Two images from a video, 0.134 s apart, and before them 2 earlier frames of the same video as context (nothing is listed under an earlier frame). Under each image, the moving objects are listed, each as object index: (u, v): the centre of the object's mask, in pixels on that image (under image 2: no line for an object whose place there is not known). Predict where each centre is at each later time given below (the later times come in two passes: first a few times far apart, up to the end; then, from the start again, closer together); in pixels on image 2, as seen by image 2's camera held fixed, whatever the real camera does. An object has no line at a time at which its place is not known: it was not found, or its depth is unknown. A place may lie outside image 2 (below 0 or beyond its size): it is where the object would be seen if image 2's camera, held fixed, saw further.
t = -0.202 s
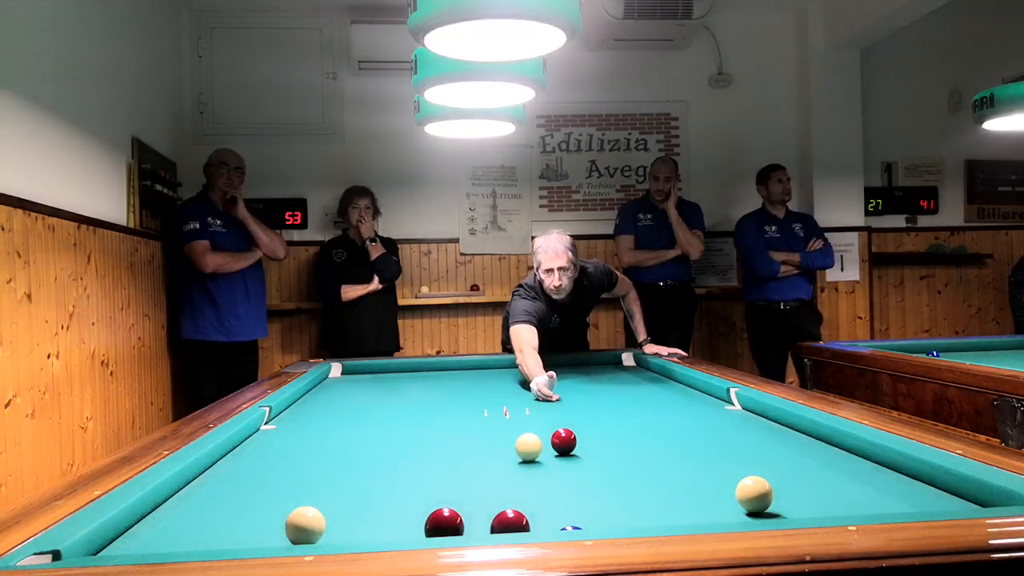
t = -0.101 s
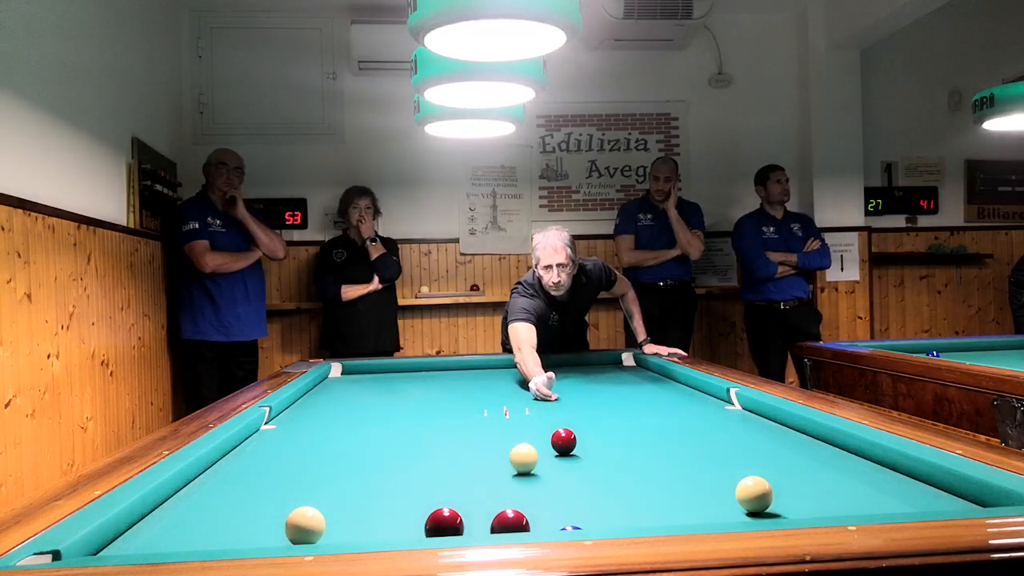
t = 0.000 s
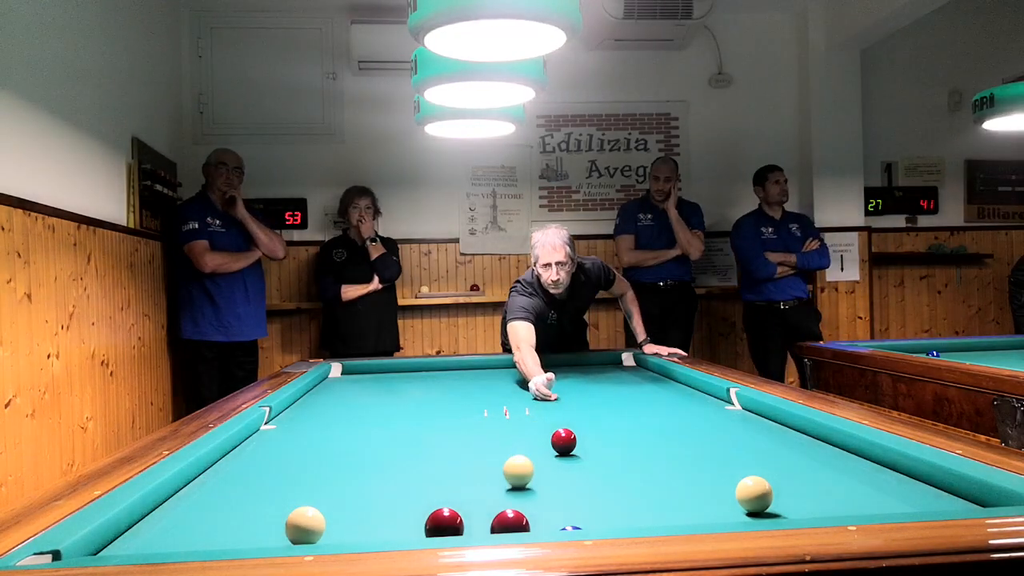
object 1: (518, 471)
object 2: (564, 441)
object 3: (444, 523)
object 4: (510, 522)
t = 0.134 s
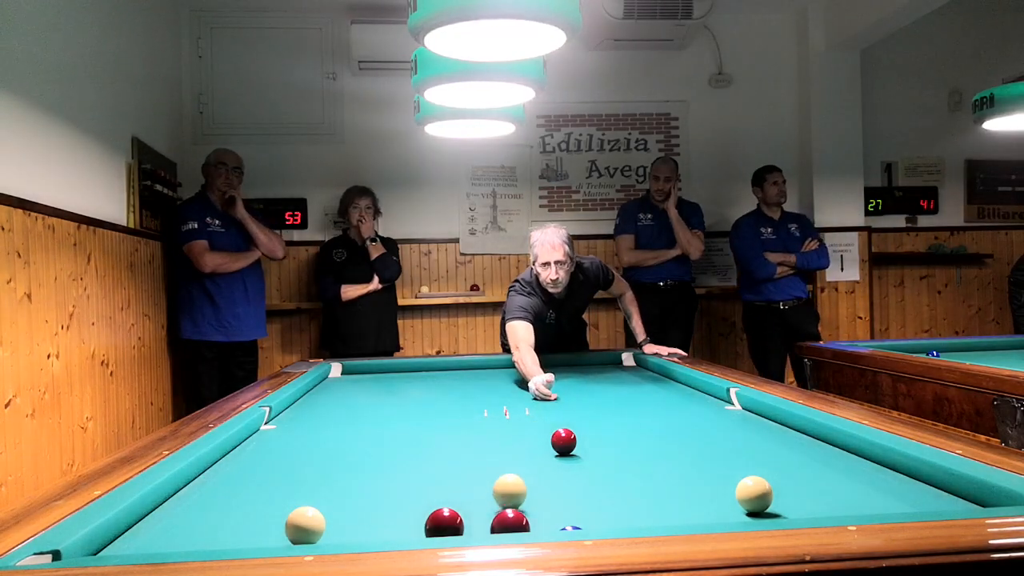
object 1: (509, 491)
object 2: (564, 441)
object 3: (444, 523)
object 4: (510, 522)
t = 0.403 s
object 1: (482, 519)
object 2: (564, 441)
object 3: (428, 525)
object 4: (529, 527)
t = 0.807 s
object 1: (470, 530)
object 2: (564, 441)
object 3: (348, 533)
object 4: (537, 501)
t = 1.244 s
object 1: (458, 529)
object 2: (564, 441)
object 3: (261, 542)
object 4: (542, 471)
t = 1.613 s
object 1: (450, 524)
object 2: (565, 440)
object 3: (195, 546)
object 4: (546, 452)
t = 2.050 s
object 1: (442, 521)
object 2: (583, 436)
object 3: (138, 548)
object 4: (526, 440)
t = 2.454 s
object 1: (436, 517)
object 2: (605, 430)
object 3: (92, 549)
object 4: (503, 434)
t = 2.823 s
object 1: (434, 513)
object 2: (622, 424)
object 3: (114, 547)
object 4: (484, 428)
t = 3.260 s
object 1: (432, 508)
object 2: (641, 419)
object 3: (139, 545)
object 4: (466, 422)
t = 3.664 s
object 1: (432, 505)
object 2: (655, 415)
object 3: (155, 544)
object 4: (452, 418)
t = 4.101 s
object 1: (430, 503)
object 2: (668, 411)
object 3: (168, 542)
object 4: (439, 414)
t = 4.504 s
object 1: (429, 502)
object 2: (679, 409)
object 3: (174, 542)
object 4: (429, 411)
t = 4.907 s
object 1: (429, 502)
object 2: (688, 407)
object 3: (175, 542)
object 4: (420, 408)
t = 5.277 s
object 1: (429, 502)
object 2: (695, 405)
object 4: (413, 406)
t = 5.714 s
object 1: (429, 502)
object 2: (702, 403)
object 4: (406, 404)
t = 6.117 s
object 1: (429, 502)
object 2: (706, 402)
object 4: (401, 402)
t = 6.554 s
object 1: (429, 502)
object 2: (710, 401)
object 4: (397, 400)
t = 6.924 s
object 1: (429, 502)
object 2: (712, 400)
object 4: (394, 400)
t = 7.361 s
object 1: (429, 502)
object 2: (713, 400)
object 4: (391, 399)
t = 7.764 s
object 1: (429, 502)
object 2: (714, 400)
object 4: (390, 399)
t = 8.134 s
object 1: (429, 502)
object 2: (714, 400)
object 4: (389, 399)
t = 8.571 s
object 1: (429, 502)
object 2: (714, 400)
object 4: (389, 399)
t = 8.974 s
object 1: (429, 502)
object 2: (714, 400)
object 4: (389, 399)
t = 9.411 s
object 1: (429, 502)
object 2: (714, 400)
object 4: (389, 399)
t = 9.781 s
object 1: (429, 502)
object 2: (714, 400)
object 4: (389, 399)
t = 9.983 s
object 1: (429, 502)
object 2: (714, 400)
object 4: (389, 399)
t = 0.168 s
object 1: (507, 495)
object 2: (564, 441)
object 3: (444, 523)
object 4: (510, 522)
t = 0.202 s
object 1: (504, 499)
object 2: (564, 441)
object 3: (444, 523)
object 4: (510, 522)
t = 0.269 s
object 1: (495, 510)
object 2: (564, 441)
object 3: (444, 523)
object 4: (509, 523)
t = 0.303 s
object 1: (489, 516)
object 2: (564, 441)
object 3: (444, 523)
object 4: (515, 524)
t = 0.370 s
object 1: (482, 519)
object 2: (564, 441)
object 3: (436, 524)
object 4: (527, 529)
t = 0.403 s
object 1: (482, 519)
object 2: (564, 441)
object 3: (428, 525)
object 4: (529, 527)
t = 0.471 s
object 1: (481, 521)
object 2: (564, 441)
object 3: (414, 526)
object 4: (530, 523)
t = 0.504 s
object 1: (480, 521)
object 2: (564, 441)
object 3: (408, 527)
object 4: (531, 522)
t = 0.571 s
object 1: (478, 523)
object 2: (564, 441)
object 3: (395, 528)
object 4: (533, 519)
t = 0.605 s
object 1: (477, 524)
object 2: (564, 441)
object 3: (388, 529)
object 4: (533, 517)
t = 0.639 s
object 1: (476, 525)
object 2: (564, 441)
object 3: (381, 530)
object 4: (534, 515)
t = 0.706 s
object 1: (473, 527)
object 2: (564, 441)
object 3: (368, 531)
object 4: (535, 511)
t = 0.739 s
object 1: (473, 528)
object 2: (564, 441)
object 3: (361, 532)
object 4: (536, 507)
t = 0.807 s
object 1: (470, 530)
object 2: (564, 441)
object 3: (348, 533)
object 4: (537, 501)
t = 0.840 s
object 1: (469, 530)
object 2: (564, 441)
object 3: (341, 534)
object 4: (537, 499)
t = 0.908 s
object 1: (466, 532)
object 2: (564, 441)
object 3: (328, 535)
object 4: (538, 494)
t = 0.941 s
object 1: (466, 532)
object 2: (564, 441)
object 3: (322, 536)
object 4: (539, 491)
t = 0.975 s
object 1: (465, 532)
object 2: (564, 441)
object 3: (314, 536)
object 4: (539, 489)
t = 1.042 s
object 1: (464, 531)
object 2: (564, 441)
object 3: (301, 538)
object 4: (540, 484)
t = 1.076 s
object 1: (462, 531)
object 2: (564, 441)
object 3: (295, 538)
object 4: (541, 482)
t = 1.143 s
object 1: (461, 530)
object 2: (564, 441)
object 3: (281, 540)
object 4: (541, 477)
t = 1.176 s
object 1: (460, 530)
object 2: (564, 441)
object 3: (275, 540)
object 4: (542, 475)
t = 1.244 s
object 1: (458, 529)
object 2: (564, 441)
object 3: (261, 542)
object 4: (542, 471)
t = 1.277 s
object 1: (457, 528)
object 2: (564, 441)
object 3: (254, 542)
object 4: (543, 469)
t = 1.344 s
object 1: (456, 527)
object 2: (564, 441)
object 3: (241, 544)
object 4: (543, 465)
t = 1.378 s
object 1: (455, 527)
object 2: (564, 441)
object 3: (234, 544)
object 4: (544, 464)
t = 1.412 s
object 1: (454, 526)
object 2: (564, 441)
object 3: (227, 545)
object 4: (544, 462)
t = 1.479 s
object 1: (453, 526)
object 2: (564, 441)
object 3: (214, 546)
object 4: (545, 458)
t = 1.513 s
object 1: (452, 525)
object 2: (564, 441)
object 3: (209, 546)
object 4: (545, 457)
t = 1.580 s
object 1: (450, 525)
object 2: (565, 440)
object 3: (200, 546)
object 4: (545, 454)
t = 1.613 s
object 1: (450, 524)
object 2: (565, 440)
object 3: (195, 546)
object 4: (546, 452)
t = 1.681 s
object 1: (449, 524)
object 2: (566, 440)
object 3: (186, 546)
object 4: (546, 449)
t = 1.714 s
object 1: (448, 523)
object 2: (566, 441)
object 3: (182, 547)
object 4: (546, 447)
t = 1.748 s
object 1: (447, 523)
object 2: (566, 441)
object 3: (177, 547)
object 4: (547, 446)
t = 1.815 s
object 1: (446, 523)
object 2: (569, 440)
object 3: (168, 547)
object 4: (541, 445)
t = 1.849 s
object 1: (445, 522)
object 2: (571, 439)
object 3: (164, 547)
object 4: (539, 444)
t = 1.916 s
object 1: (444, 522)
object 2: (575, 438)
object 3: (155, 547)
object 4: (535, 443)
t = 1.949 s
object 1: (443, 521)
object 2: (577, 437)
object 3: (151, 547)
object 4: (532, 442)
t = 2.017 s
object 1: (442, 521)
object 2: (581, 436)
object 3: (143, 547)
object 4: (528, 441)
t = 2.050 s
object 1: (442, 521)
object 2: (583, 436)
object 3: (138, 548)
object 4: (526, 440)
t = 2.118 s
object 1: (441, 520)
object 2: (587, 435)
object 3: (130, 548)
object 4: (522, 439)
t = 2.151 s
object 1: (440, 520)
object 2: (589, 434)
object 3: (126, 548)
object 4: (520, 439)
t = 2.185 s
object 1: (440, 519)
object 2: (591, 434)
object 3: (122, 548)
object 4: (518, 438)
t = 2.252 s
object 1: (438, 519)
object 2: (594, 433)
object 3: (115, 548)
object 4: (514, 437)
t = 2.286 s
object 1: (438, 518)
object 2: (596, 432)
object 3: (112, 548)
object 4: (512, 436)
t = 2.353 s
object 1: (437, 518)
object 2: (600, 431)
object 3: (103, 549)
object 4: (508, 435)
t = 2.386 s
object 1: (437, 517)
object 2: (601, 430)
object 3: (100, 549)
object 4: (506, 435)
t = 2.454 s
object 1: (436, 517)
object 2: (605, 430)
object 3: (92, 549)
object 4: (503, 434)
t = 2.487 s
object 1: (436, 516)
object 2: (606, 429)
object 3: (92, 549)
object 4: (501, 433)
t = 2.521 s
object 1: (435, 516)
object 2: (608, 428)
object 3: (94, 549)
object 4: (499, 432)
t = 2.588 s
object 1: (435, 515)
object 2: (611, 427)
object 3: (99, 548)
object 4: (496, 431)
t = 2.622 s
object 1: (435, 515)
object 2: (613, 427)
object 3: (101, 548)
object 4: (494, 431)
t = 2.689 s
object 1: (434, 514)
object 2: (616, 426)
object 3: (106, 548)
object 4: (491, 430)
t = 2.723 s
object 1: (434, 514)
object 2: (618, 426)
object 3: (108, 548)
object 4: (489, 429)
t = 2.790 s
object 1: (434, 513)
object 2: (621, 425)
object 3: (112, 547)
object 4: (486, 428)
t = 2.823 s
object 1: (434, 513)
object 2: (622, 424)
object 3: (114, 547)
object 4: (484, 428)
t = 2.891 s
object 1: (434, 512)
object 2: (626, 423)
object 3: (119, 546)
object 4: (481, 427)
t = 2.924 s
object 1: (434, 511)
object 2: (627, 423)
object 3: (120, 546)
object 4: (480, 426)
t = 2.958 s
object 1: (433, 511)
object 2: (628, 423)
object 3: (122, 546)
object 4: (478, 426)
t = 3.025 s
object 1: (433, 510)
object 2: (631, 422)
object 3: (126, 545)
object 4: (476, 425)
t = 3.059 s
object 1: (433, 510)
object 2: (633, 421)
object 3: (128, 545)
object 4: (474, 424)
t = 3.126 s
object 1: (433, 509)
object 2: (635, 421)
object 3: (132, 545)
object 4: (472, 424)
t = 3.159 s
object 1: (433, 509)
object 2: (637, 420)
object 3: (134, 545)
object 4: (470, 423)
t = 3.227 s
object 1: (432, 508)
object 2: (639, 420)
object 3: (137, 545)
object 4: (468, 422)
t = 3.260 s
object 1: (432, 508)
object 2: (641, 419)
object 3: (139, 545)
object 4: (466, 422)
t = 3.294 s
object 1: (432, 507)
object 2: (642, 419)
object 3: (140, 544)
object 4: (465, 422)
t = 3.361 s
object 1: (432, 507)
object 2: (644, 418)
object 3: (143, 544)
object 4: (463, 421)
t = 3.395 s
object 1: (432, 506)
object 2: (646, 418)
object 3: (145, 544)
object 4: (461, 421)
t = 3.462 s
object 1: (432, 506)
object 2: (648, 417)
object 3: (148, 544)
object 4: (459, 420)
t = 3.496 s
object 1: (432, 506)
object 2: (649, 417)
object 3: (149, 544)
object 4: (458, 420)
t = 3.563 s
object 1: (432, 505)
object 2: (652, 416)
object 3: (152, 544)
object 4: (455, 419)
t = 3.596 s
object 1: (432, 505)
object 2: (653, 416)
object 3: (153, 544)
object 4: (454, 418)
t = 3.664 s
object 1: (432, 505)
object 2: (655, 415)
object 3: (155, 544)
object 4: (452, 418)
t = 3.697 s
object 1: (432, 505)
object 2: (656, 415)
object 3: (156, 543)
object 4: (451, 418)
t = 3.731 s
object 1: (432, 505)
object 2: (657, 415)
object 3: (158, 543)
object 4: (450, 417)
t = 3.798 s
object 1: (432, 504)
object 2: (659, 414)
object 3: (160, 543)
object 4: (448, 417)
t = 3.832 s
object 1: (431, 504)
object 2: (660, 414)
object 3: (161, 543)
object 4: (447, 416)
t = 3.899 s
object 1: (431, 504)
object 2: (662, 413)
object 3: (163, 543)
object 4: (445, 416)
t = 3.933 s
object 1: (431, 503)
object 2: (663, 413)
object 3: (164, 543)
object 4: (444, 415)
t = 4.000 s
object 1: (431, 503)
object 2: (665, 412)
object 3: (166, 543)
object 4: (442, 415)
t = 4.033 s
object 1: (430, 503)
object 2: (666, 412)
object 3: (166, 542)
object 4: (441, 414)
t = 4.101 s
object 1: (430, 503)
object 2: (668, 411)
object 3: (168, 542)
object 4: (439, 414)
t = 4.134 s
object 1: (430, 503)
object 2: (669, 411)
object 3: (169, 542)
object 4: (438, 413)
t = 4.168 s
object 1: (430, 503)
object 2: (670, 411)
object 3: (169, 542)
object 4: (437, 413)
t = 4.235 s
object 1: (429, 503)
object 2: (672, 410)
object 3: (170, 542)
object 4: (435, 413)
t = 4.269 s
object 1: (429, 503)
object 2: (673, 410)
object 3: (171, 542)
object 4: (435, 412)
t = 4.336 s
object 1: (429, 502)
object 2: (674, 410)
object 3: (172, 542)
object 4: (433, 412)
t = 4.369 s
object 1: (429, 502)
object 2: (675, 410)
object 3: (172, 542)
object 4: (432, 412)
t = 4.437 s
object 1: (429, 502)
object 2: (677, 409)
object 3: (173, 542)
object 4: (430, 411)
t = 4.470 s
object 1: (429, 502)
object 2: (678, 409)
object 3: (173, 542)
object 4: (430, 411)
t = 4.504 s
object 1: (429, 502)
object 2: (679, 409)
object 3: (174, 542)
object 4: (429, 411)
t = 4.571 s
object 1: (429, 502)
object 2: (680, 408)
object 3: (174, 542)
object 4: (427, 410)
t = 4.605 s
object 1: (429, 502)
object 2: (681, 408)
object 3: (174, 542)
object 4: (426, 410)
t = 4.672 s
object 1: (429, 502)
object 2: (683, 408)
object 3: (175, 542)
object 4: (425, 409)
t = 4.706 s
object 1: (429, 502)
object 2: (683, 408)
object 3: (175, 542)
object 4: (424, 409)
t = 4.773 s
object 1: (429, 502)
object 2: (685, 407)
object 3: (175, 542)
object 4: (423, 409)
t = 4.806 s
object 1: (429, 502)
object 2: (686, 407)
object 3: (175, 542)
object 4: (422, 408)
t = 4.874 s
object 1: (429, 502)
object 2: (687, 407)
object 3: (175, 542)
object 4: (420, 408)
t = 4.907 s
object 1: (429, 502)
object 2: (688, 407)
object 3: (175, 542)
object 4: (420, 408)
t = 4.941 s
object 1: (429, 502)
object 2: (688, 406)
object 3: (175, 542)
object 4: (419, 408)
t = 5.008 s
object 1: (429, 502)
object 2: (690, 406)
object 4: (418, 407)
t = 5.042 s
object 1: (429, 502)
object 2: (690, 406)
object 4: (417, 407)
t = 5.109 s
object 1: (429, 502)
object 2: (692, 405)
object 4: (416, 407)
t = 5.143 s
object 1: (429, 502)
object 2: (692, 405)
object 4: (415, 407)
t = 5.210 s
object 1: (429, 502)
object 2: (693, 405)
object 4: (414, 406)
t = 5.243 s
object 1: (429, 502)
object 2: (694, 405)
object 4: (414, 406)
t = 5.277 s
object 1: (429, 502)
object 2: (695, 405)
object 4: (413, 406)
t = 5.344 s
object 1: (429, 502)
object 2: (696, 405)
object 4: (412, 405)
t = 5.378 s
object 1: (429, 502)
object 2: (697, 404)
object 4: (412, 405)
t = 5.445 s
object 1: (429, 502)
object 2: (698, 404)
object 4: (410, 405)
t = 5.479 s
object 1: (429, 502)
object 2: (698, 404)
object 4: (410, 405)
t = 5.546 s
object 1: (429, 502)
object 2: (699, 404)
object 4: (409, 404)
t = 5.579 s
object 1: (429, 502)
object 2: (700, 404)
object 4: (408, 404)
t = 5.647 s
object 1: (429, 502)
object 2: (701, 403)
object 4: (407, 404)
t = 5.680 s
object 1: (429, 502)
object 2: (701, 403)
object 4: (407, 404)
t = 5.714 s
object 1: (429, 502)
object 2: (702, 403)
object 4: (406, 404)
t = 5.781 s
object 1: (429, 502)
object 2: (702, 403)
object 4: (406, 403)
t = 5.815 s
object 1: (429, 502)
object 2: (703, 403)
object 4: (405, 403)
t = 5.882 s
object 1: (429, 502)
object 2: (704, 403)
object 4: (404, 403)
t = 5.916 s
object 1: (429, 502)
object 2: (704, 403)
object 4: (404, 403)
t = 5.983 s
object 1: (429, 502)
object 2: (704, 402)
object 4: (403, 402)
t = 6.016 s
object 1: (429, 502)
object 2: (705, 402)
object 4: (402, 402)
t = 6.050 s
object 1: (429, 502)
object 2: (705, 402)
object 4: (402, 402)
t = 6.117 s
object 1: (429, 502)
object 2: (706, 402)
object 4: (401, 402)
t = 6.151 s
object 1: (429, 502)
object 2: (706, 402)
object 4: (401, 402)
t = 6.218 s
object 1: (429, 502)
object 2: (707, 402)
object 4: (400, 401)
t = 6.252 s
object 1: (429, 502)
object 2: (707, 402)
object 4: (400, 401)
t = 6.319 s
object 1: (429, 502)
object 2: (708, 402)
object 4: (399, 401)
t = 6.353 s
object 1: (429, 502)
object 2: (708, 401)
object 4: (399, 401)
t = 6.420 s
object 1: (429, 502)
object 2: (709, 401)
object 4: (398, 401)
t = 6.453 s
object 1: (429, 502)
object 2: (709, 401)
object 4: (398, 401)
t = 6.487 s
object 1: (429, 502)
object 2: (709, 401)
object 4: (397, 401)
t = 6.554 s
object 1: (429, 502)
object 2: (710, 401)
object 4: (397, 400)
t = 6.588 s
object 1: (429, 502)
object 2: (710, 401)
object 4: (397, 400)
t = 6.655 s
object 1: (429, 502)
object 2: (710, 401)
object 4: (396, 400)
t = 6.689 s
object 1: (429, 502)
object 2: (710, 401)
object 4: (396, 400)
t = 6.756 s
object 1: (429, 502)
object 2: (711, 401)
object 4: (395, 400)
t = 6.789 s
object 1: (429, 502)
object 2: (711, 400)
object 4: (395, 400)
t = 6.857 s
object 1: (429, 502)
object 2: (711, 400)
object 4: (394, 400)
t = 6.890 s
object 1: (429, 502)
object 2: (712, 400)
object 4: (394, 400)
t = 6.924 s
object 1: (429, 502)
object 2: (712, 400)
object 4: (394, 400)
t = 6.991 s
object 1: (429, 502)
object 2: (712, 400)
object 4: (393, 400)
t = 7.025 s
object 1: (429, 502)
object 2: (712, 400)
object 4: (393, 400)
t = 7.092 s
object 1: (429, 502)
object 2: (713, 400)
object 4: (393, 399)
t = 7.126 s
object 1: (429, 502)
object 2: (713, 400)
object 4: (392, 399)
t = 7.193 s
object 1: (429, 502)
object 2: (713, 400)
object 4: (392, 399)
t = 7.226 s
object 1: (429, 502)
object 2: (713, 400)
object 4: (392, 399)
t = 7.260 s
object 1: (429, 502)
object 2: (713, 400)
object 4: (392, 399)
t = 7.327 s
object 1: (429, 502)
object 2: (713, 400)
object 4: (392, 399)
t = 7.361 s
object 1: (429, 502)
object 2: (713, 400)
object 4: (391, 399)
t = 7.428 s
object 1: (429, 502)
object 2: (714, 400)
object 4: (391, 399)
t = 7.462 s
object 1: (429, 502)
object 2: (714, 400)
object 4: (391, 399)
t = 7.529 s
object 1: (429, 502)
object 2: (714, 400)
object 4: (391, 399)
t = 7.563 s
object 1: (429, 502)
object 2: (714, 400)
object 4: (391, 399)
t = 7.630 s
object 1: (429, 502)
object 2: (714, 400)
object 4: (390, 399)
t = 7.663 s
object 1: (429, 502)
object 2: (714, 400)
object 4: (390, 399)
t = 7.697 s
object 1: (429, 502)
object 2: (714, 400)
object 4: (390, 399)
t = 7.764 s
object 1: (429, 502)
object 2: (714, 400)
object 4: (390, 399)
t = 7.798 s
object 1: (429, 502)
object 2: (714, 400)
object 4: (390, 399)
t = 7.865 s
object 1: (429, 502)
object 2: (714, 400)
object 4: (390, 399)
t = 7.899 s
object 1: (429, 502)
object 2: (714, 400)
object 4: (389, 399)
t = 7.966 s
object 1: (429, 502)
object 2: (714, 400)
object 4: (389, 399)
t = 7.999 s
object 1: (429, 502)
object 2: (714, 400)
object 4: (389, 399)
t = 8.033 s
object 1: (429, 502)
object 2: (714, 400)
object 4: (389, 399)
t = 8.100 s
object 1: (429, 502)
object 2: (714, 400)
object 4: (389, 399)
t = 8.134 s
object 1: (429, 502)
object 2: (714, 400)
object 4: (389, 399)
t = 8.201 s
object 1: (429, 502)
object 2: (714, 400)
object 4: (389, 399)
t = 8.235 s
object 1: (429, 502)
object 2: (714, 400)
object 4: (389, 399)
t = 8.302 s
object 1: (429, 502)
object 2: (714, 400)
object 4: (389, 399)
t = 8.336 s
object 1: (429, 502)
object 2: (714, 400)
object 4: (389, 399)
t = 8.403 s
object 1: (429, 502)
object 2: (714, 400)
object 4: (389, 399)
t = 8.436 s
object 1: (429, 502)
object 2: (714, 400)
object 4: (389, 399)
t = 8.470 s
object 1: (429, 502)
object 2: (714, 400)
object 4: (389, 399)
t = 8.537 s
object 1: (429, 502)
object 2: (714, 400)
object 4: (389, 399)
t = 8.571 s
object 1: (429, 502)
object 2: (714, 400)
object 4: (389, 399)
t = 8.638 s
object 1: (429, 502)
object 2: (714, 400)
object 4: (389, 399)
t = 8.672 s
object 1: (429, 502)
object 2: (714, 400)
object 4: (389, 399)
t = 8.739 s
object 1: (429, 502)
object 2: (714, 400)
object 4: (389, 399)
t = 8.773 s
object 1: (429, 502)
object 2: (714, 400)
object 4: (389, 399)
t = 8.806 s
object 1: (429, 502)
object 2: (714, 400)
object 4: (389, 399)
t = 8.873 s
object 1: (429, 502)
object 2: (714, 400)
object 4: (389, 399)
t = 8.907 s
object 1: (429, 502)
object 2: (714, 400)
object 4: (389, 399)
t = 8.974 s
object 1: (429, 502)
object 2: (714, 400)
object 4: (389, 399)
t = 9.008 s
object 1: (429, 502)
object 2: (714, 400)
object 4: (389, 399)
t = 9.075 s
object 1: (429, 502)
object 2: (714, 400)
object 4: (389, 399)
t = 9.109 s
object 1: (429, 502)
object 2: (714, 400)
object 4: (389, 399)
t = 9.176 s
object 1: (429, 502)
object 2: (714, 400)
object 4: (389, 399)
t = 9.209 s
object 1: (429, 502)
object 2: (714, 400)
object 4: (389, 399)
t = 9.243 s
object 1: (429, 502)
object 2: (714, 400)
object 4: (389, 399)
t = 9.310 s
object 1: (429, 502)
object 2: (714, 400)
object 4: (389, 399)
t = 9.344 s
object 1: (429, 502)
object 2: (714, 400)
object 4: (389, 399)
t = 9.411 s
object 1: (429, 502)
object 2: (714, 400)
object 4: (389, 399)
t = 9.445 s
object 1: (429, 502)
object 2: (714, 400)
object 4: (389, 399)
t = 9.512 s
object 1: (429, 502)
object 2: (714, 400)
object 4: (389, 399)
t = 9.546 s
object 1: (429, 502)
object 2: (714, 400)
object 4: (389, 399)
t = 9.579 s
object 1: (429, 502)
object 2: (714, 400)
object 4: (389, 399)
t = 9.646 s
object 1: (429, 502)
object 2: (714, 400)
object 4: (389, 399)
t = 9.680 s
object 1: (429, 502)
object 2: (714, 400)
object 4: (389, 399)
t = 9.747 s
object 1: (429, 502)
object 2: (714, 400)
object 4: (389, 399)
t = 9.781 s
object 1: (429, 502)
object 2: (714, 400)
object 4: (389, 399)
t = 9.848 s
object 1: (429, 502)
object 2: (714, 400)
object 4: (389, 399)
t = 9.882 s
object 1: (429, 502)
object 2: (714, 400)
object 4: (389, 399)
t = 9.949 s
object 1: (429, 502)
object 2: (714, 400)
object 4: (389, 399)
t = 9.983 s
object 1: (429, 502)
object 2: (714, 400)
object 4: (389, 399)
